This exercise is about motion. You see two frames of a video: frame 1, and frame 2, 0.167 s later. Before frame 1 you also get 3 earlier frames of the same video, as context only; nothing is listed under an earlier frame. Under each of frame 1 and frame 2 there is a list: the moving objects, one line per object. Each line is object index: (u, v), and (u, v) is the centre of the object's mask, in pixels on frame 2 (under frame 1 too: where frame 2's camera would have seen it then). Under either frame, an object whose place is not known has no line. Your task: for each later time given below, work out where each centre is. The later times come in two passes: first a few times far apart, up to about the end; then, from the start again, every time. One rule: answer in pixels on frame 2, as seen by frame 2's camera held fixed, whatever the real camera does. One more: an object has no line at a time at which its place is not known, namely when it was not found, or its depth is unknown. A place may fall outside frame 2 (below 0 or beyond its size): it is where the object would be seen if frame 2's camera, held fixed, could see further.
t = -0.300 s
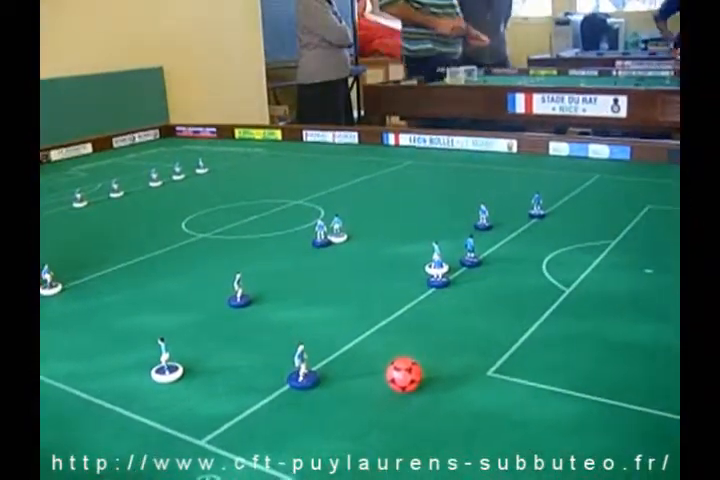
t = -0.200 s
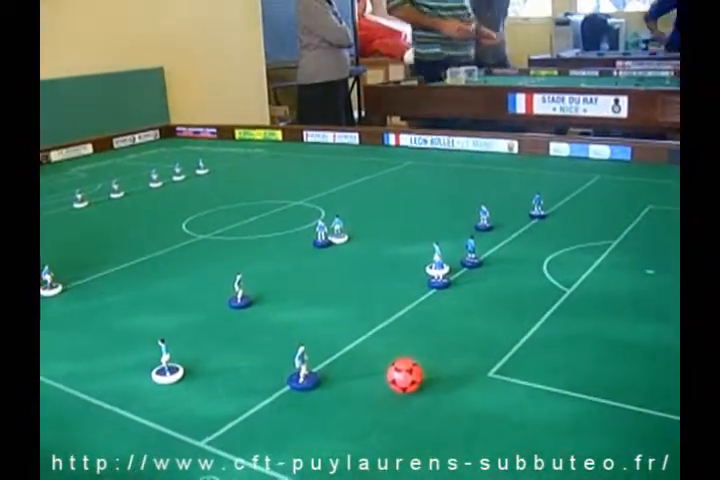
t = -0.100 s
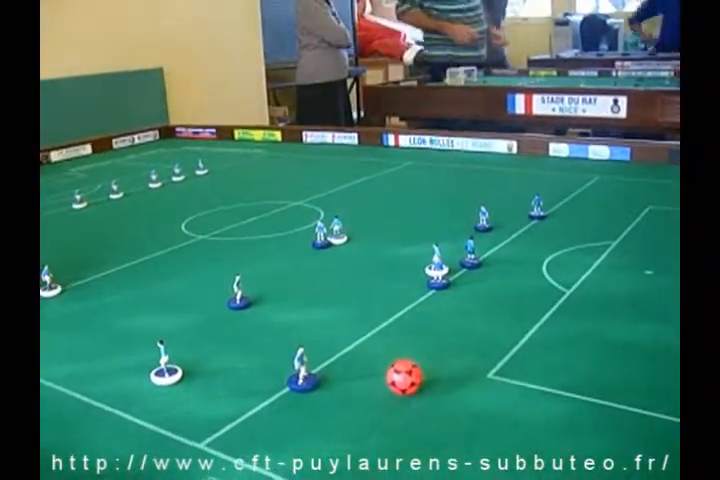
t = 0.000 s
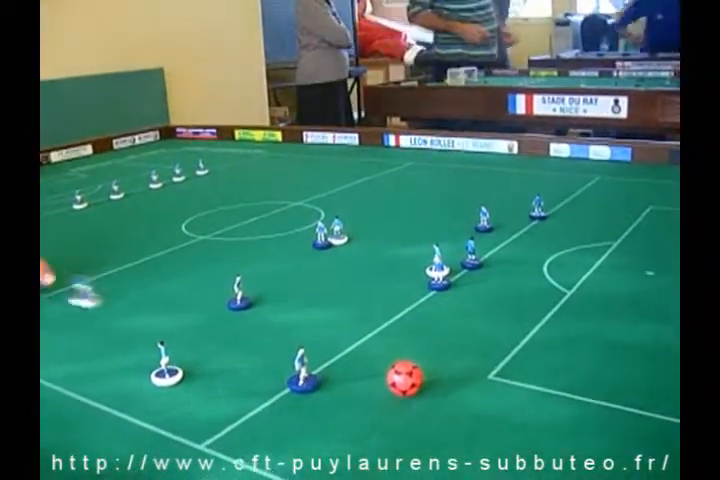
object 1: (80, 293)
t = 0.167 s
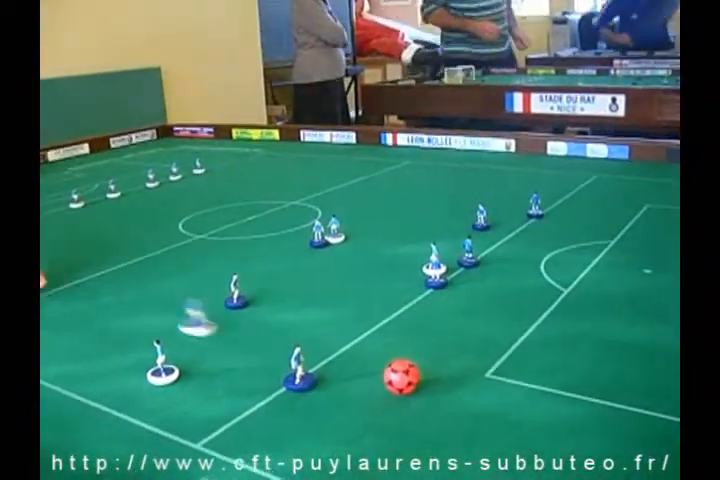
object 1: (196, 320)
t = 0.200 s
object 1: (218, 326)
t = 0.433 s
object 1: (344, 354)
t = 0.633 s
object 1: (380, 362)
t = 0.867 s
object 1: (379, 363)
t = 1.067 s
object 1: (376, 363)
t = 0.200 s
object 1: (218, 326)
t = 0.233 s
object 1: (240, 330)
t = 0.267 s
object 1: (261, 338)
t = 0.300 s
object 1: (279, 340)
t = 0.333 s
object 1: (298, 343)
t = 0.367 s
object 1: (315, 348)
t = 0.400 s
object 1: (330, 351)
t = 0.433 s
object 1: (344, 354)
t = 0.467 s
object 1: (356, 358)
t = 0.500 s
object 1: (365, 360)
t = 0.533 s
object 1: (371, 362)
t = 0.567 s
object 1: (375, 363)
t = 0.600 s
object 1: (378, 363)
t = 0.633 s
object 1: (380, 362)
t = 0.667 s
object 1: (381, 362)
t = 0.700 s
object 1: (380, 362)
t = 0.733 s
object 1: (380, 363)
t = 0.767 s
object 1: (379, 362)
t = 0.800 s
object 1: (379, 363)
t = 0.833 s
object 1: (379, 363)
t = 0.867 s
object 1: (379, 363)
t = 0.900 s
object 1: (379, 363)
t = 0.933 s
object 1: (378, 363)
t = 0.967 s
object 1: (378, 363)
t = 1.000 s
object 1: (377, 362)
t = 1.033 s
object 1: (377, 362)
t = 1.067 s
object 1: (376, 363)
